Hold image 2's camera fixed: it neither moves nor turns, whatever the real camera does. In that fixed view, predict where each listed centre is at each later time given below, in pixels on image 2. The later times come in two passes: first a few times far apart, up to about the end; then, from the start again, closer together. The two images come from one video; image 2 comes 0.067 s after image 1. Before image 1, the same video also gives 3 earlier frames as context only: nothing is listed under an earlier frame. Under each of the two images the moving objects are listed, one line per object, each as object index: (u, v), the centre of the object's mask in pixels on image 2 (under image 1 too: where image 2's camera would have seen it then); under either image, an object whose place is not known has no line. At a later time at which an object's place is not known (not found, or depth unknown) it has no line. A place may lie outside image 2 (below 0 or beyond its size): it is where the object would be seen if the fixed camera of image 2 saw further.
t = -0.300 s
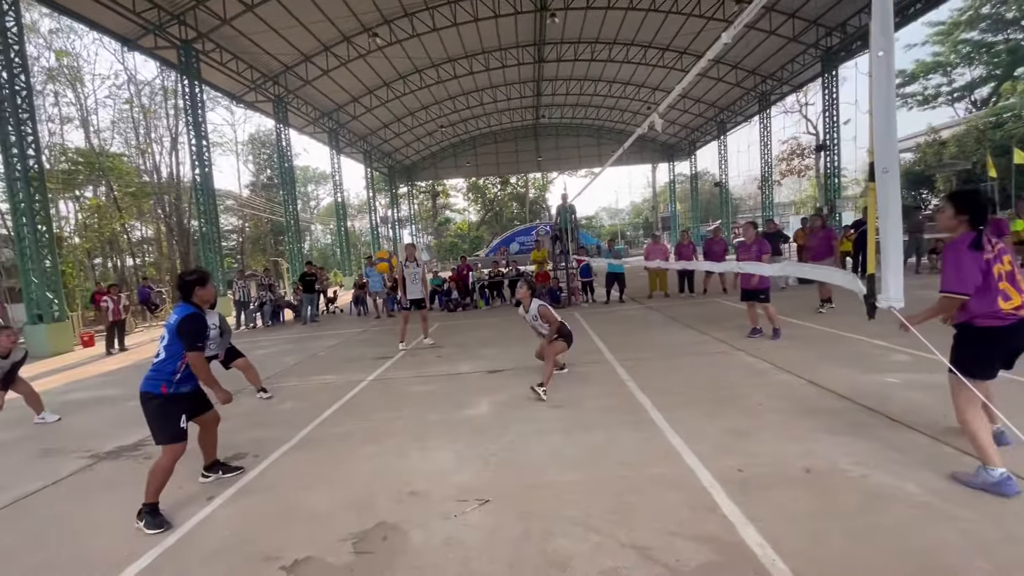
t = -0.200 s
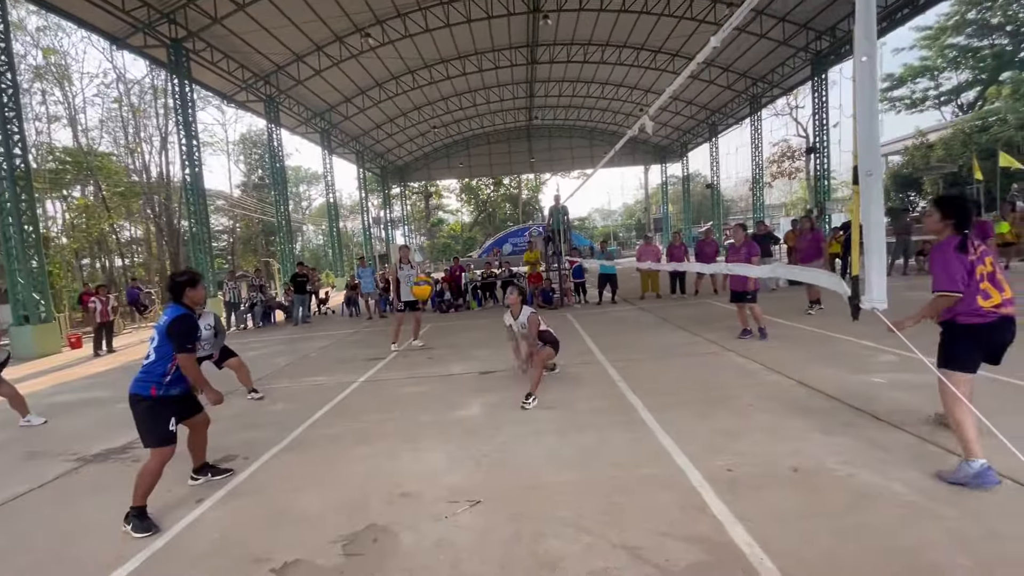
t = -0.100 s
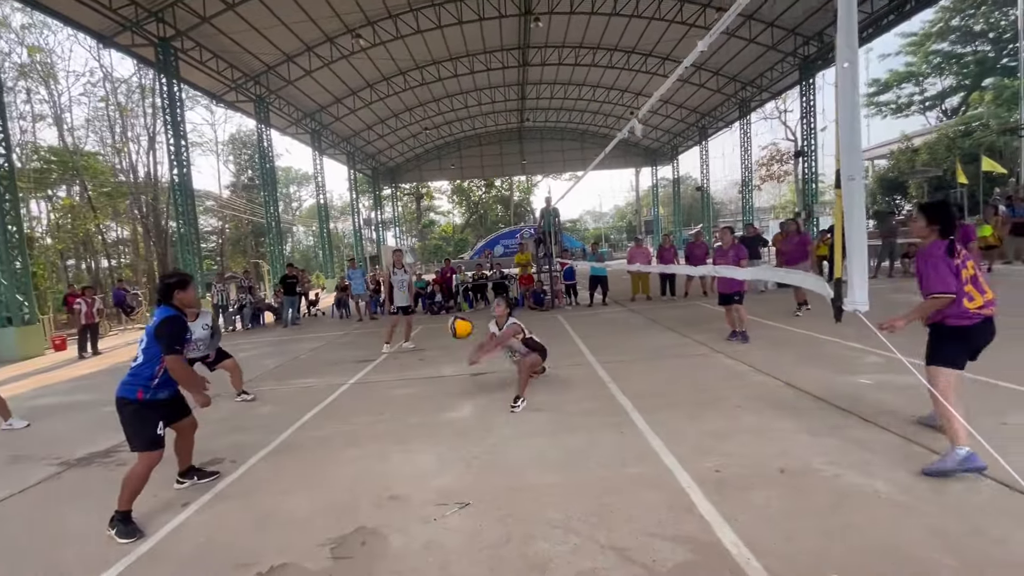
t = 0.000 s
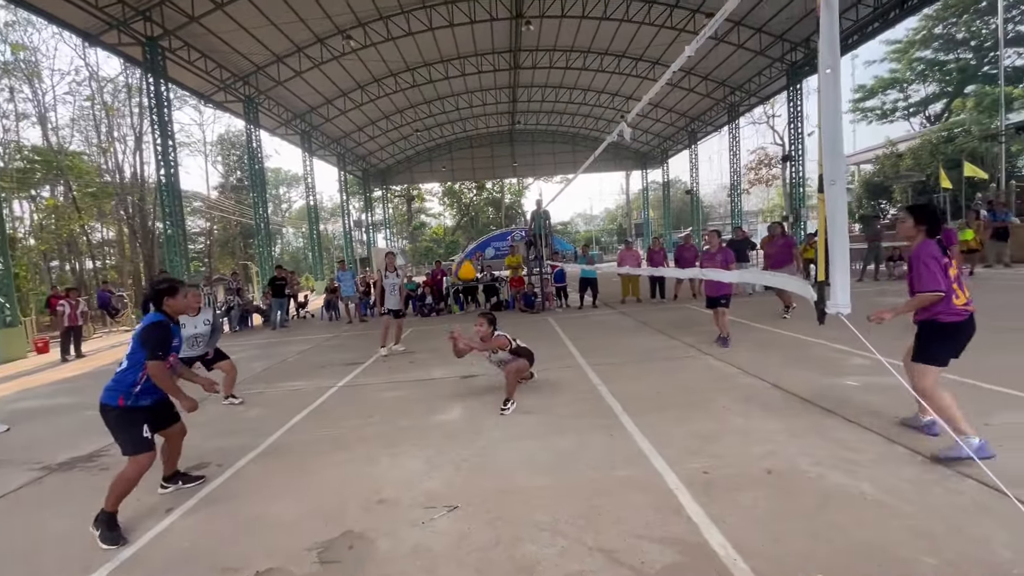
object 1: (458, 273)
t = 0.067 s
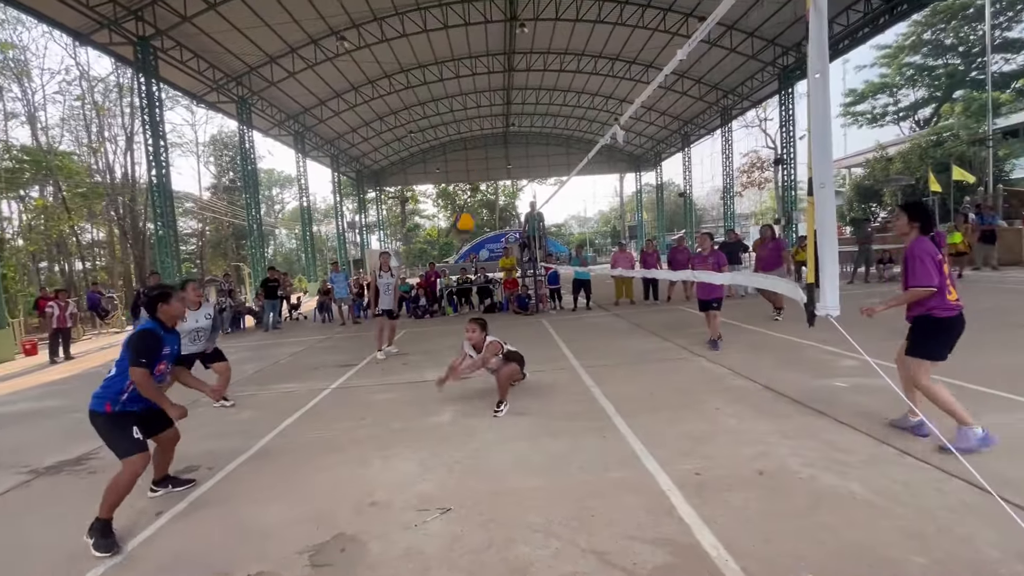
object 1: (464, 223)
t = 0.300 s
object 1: (484, 98)
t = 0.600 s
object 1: (520, 39)
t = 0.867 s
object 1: (552, 71)
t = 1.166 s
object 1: (593, 174)
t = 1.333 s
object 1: (623, 243)
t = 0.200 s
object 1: (475, 143)
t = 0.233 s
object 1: (478, 126)
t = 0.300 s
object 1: (484, 98)
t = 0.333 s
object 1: (490, 87)
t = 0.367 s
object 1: (492, 77)
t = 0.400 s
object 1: (496, 66)
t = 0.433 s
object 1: (499, 59)
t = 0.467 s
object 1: (503, 53)
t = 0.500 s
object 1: (506, 46)
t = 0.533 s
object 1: (511, 44)
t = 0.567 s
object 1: (514, 41)
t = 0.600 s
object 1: (520, 39)
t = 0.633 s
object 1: (523, 37)
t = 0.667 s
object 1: (526, 41)
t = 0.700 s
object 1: (529, 41)
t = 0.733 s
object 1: (535, 47)
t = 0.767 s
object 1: (539, 50)
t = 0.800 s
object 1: (544, 55)
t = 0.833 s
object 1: (549, 62)
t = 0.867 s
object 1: (552, 71)
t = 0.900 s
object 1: (556, 77)
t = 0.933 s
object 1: (560, 89)
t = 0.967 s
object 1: (566, 99)
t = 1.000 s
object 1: (569, 109)
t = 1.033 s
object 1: (574, 122)
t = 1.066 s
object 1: (577, 135)
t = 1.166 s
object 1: (593, 174)
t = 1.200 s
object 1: (599, 186)
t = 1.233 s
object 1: (605, 199)
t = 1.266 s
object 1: (611, 213)
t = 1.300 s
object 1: (617, 228)
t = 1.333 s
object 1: (623, 243)
